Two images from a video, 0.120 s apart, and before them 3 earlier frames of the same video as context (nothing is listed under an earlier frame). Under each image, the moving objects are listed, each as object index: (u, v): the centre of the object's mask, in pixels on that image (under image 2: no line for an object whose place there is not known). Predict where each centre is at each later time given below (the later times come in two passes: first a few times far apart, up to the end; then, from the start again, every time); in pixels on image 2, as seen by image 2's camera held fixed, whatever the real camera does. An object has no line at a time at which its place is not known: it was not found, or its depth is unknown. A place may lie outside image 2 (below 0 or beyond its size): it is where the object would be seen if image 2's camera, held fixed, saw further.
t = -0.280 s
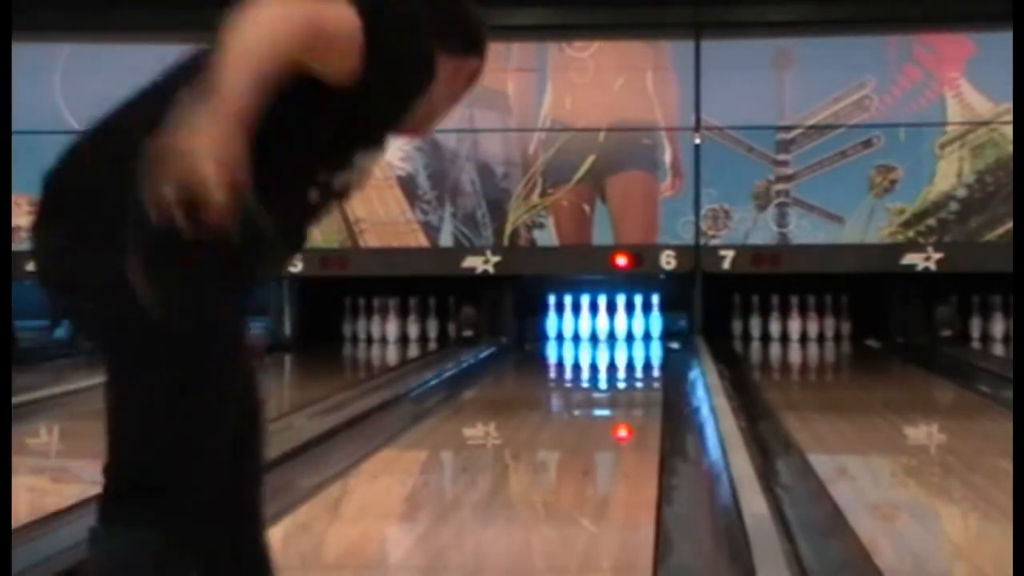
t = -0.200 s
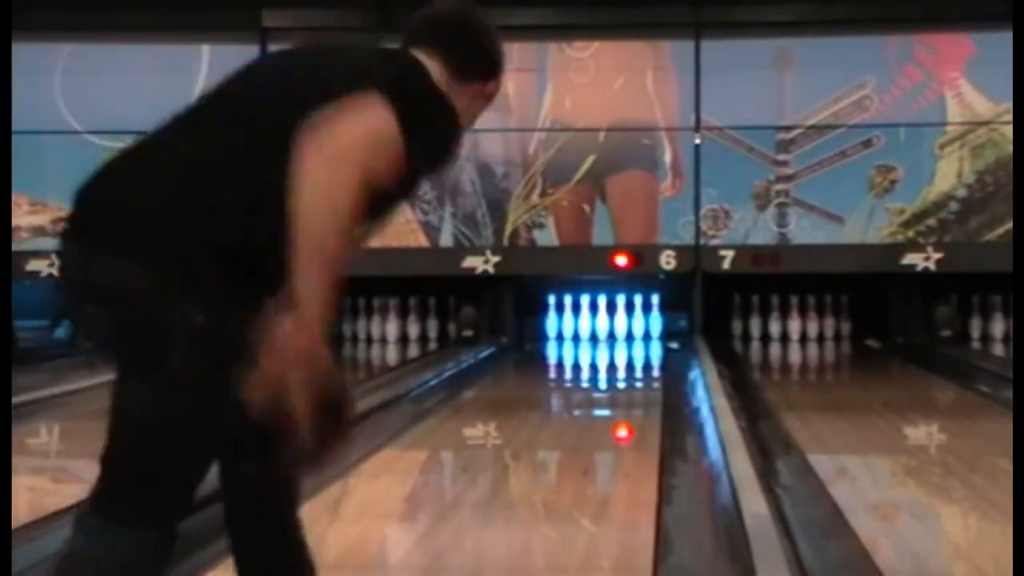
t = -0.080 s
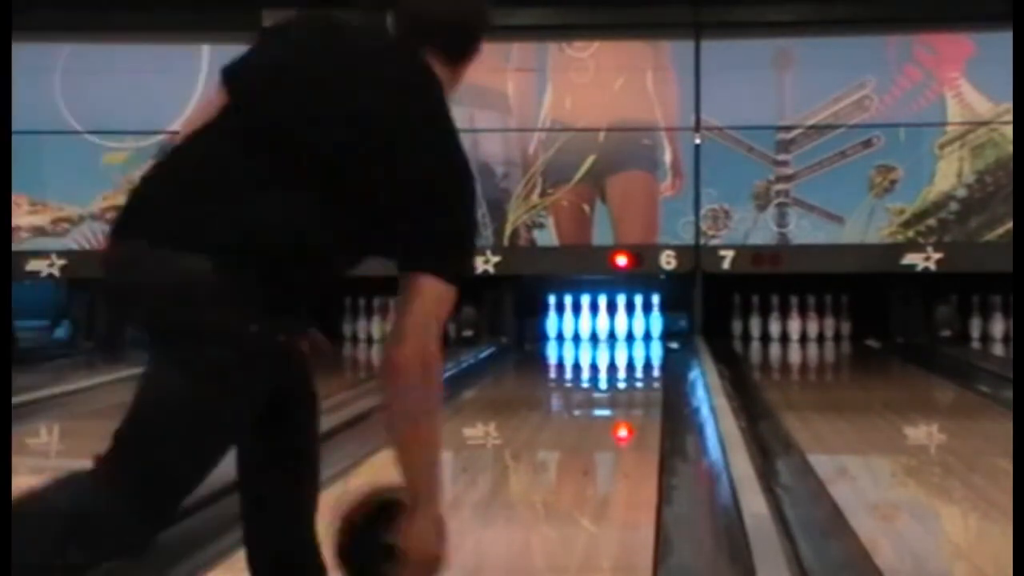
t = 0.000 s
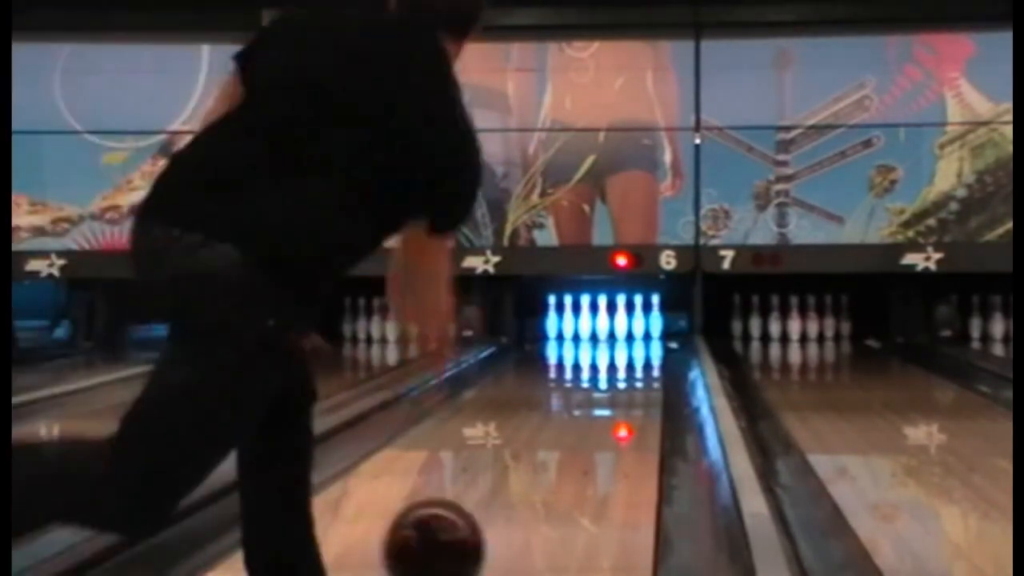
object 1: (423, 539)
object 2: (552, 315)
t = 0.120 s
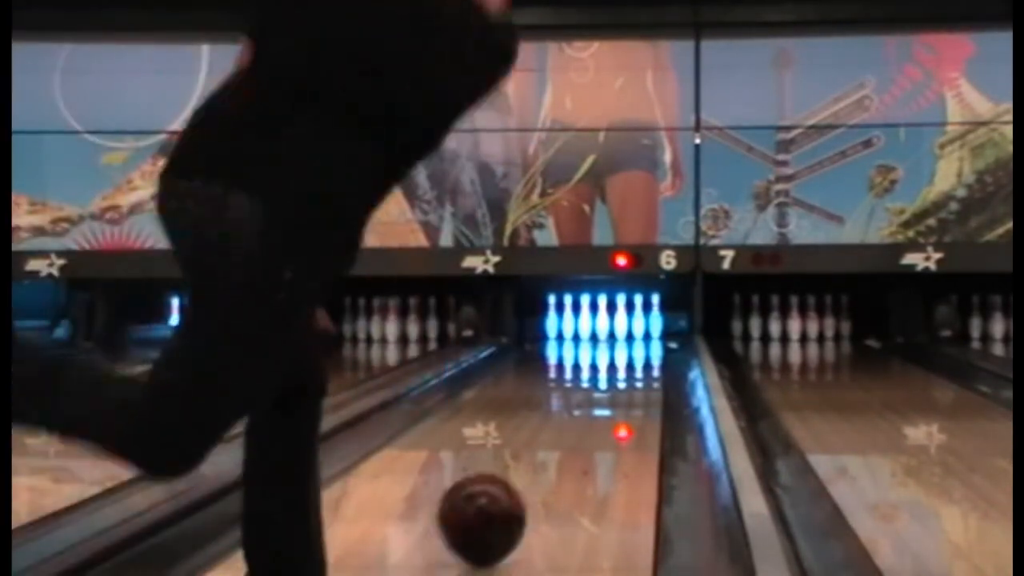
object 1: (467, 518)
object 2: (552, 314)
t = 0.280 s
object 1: (513, 477)
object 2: (552, 314)
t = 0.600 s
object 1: (573, 423)
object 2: (552, 314)
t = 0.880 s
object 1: (602, 396)
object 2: (552, 314)
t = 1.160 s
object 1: (623, 376)
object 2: (552, 312)
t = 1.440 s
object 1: (630, 361)
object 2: (552, 310)
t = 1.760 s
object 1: (634, 348)
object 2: (552, 310)
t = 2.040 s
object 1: (626, 338)
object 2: (552, 310)
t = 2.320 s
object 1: (617, 331)
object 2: (552, 310)
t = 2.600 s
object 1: (613, 330)
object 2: (541, 314)
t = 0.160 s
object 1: (479, 507)
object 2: (552, 314)
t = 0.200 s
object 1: (493, 496)
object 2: (552, 314)
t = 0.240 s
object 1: (504, 487)
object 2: (552, 314)
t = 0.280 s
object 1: (513, 477)
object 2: (552, 314)
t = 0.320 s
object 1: (530, 468)
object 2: (552, 314)
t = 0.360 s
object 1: (532, 460)
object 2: (552, 314)
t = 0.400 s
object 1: (541, 452)
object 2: (552, 314)
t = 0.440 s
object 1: (546, 446)
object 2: (552, 314)
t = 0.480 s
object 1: (558, 441)
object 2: (552, 314)
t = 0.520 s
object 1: (564, 435)
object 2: (552, 314)
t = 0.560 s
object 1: (569, 429)
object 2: (552, 314)
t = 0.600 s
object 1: (573, 423)
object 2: (552, 314)
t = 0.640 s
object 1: (579, 419)
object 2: (553, 315)
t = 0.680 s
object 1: (582, 415)
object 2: (552, 314)
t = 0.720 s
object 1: (588, 411)
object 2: (552, 314)
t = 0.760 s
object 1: (591, 407)
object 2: (552, 314)
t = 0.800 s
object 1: (594, 403)
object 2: (552, 314)
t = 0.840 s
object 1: (598, 399)
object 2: (552, 314)
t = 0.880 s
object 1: (602, 396)
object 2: (552, 314)
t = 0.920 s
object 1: (608, 393)
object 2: (552, 314)
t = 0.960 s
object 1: (608, 388)
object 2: (552, 313)
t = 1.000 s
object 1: (610, 385)
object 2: (552, 313)
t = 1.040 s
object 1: (615, 384)
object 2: (552, 313)
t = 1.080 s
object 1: (620, 382)
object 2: (552, 313)
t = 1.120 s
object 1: (622, 379)
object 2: (552, 312)
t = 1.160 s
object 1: (623, 376)
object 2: (552, 312)
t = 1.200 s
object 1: (625, 373)
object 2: (552, 312)
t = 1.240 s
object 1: (626, 371)
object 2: (552, 312)
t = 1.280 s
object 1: (628, 367)
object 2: (552, 312)
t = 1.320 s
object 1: (629, 365)
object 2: (552, 312)
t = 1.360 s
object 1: (629, 364)
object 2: (552, 310)
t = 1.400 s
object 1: (630, 363)
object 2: (552, 310)
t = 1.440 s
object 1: (630, 361)
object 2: (552, 310)
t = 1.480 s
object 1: (630, 359)
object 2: (552, 310)
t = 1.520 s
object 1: (632, 356)
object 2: (552, 310)
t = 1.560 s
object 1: (633, 355)
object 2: (552, 310)
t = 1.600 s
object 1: (634, 354)
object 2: (552, 310)
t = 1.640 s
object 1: (633, 353)
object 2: (552, 310)
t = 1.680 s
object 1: (633, 351)
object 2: (552, 310)
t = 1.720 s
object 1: (633, 350)
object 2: (552, 310)
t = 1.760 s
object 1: (634, 348)
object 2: (552, 310)
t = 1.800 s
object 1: (632, 345)
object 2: (552, 310)
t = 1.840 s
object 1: (632, 343)
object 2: (552, 310)
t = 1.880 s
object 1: (631, 342)
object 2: (552, 310)
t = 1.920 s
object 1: (630, 341)
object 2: (552, 310)
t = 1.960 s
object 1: (629, 340)
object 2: (552, 310)
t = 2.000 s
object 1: (627, 339)
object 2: (552, 310)
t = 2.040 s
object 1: (626, 338)
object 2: (552, 310)
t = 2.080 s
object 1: (624, 337)
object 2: (552, 310)
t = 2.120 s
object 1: (623, 336)
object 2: (552, 310)
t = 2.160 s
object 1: (622, 335)
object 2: (552, 310)
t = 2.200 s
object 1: (621, 334)
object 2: (552, 310)
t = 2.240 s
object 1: (620, 333)
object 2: (552, 310)
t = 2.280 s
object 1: (618, 333)
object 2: (552, 310)
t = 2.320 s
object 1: (617, 331)
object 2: (552, 310)
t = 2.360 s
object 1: (616, 331)
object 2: (552, 310)
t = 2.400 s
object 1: (612, 330)
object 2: (552, 310)
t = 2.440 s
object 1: (609, 330)
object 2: (552, 310)
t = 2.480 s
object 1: (611, 333)
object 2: (552, 310)
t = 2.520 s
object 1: (611, 331)
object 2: (552, 311)
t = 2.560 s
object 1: (611, 330)
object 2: (550, 311)
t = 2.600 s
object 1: (613, 330)
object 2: (541, 314)
